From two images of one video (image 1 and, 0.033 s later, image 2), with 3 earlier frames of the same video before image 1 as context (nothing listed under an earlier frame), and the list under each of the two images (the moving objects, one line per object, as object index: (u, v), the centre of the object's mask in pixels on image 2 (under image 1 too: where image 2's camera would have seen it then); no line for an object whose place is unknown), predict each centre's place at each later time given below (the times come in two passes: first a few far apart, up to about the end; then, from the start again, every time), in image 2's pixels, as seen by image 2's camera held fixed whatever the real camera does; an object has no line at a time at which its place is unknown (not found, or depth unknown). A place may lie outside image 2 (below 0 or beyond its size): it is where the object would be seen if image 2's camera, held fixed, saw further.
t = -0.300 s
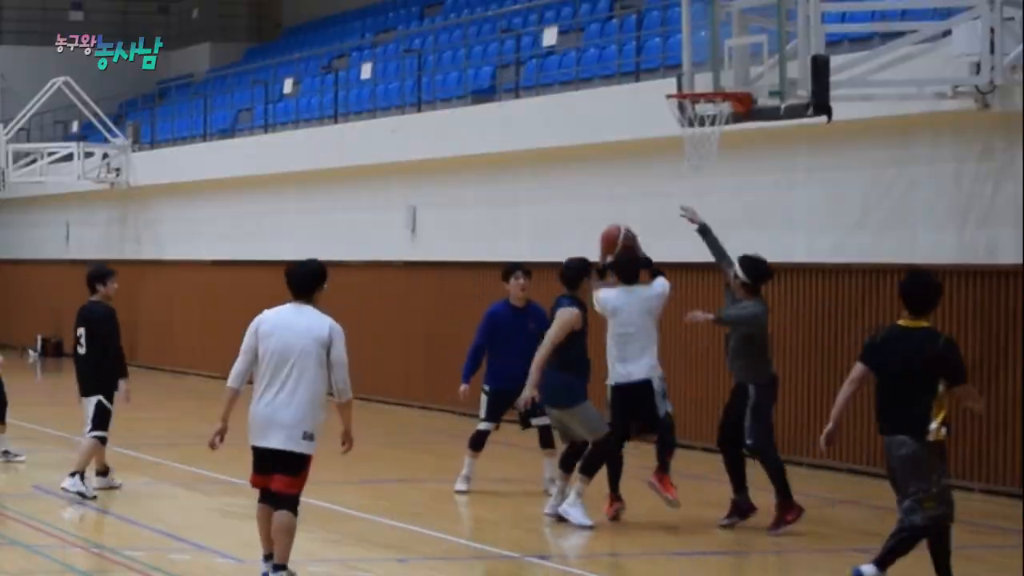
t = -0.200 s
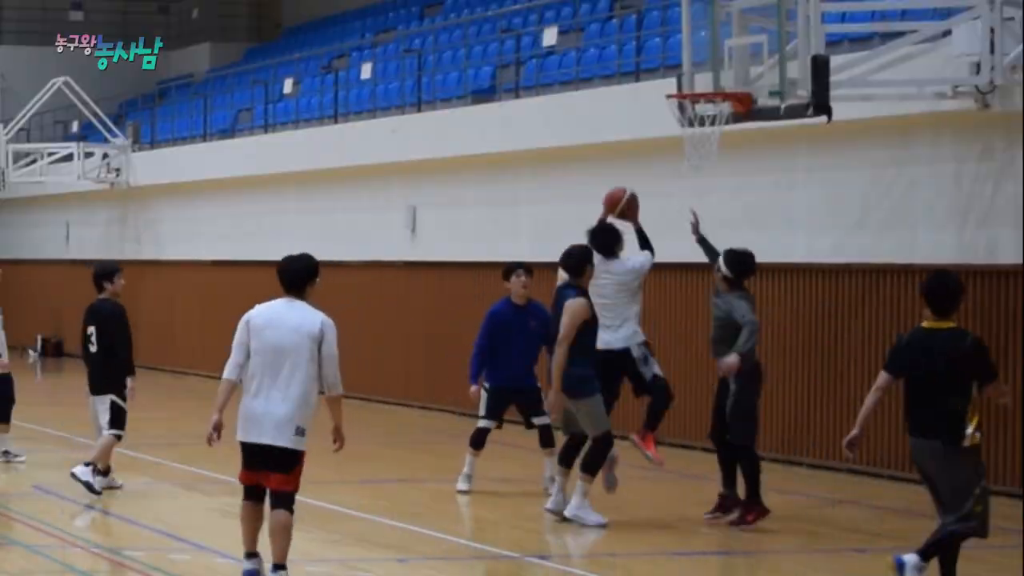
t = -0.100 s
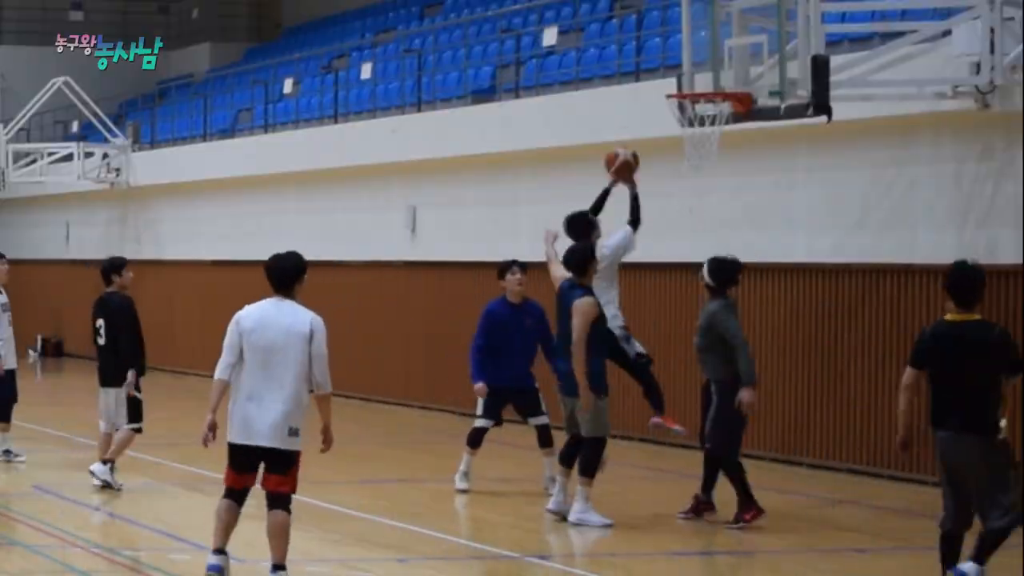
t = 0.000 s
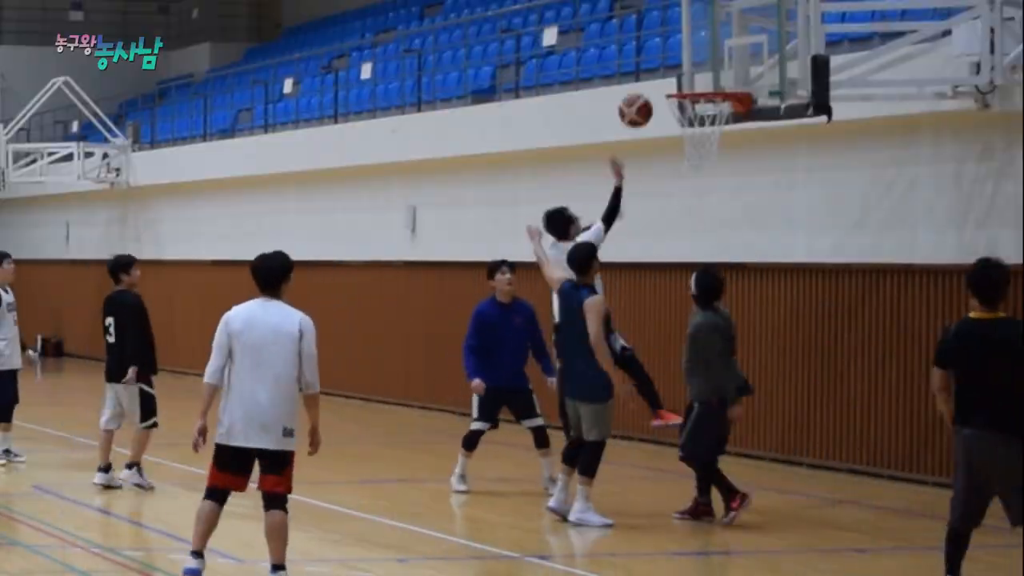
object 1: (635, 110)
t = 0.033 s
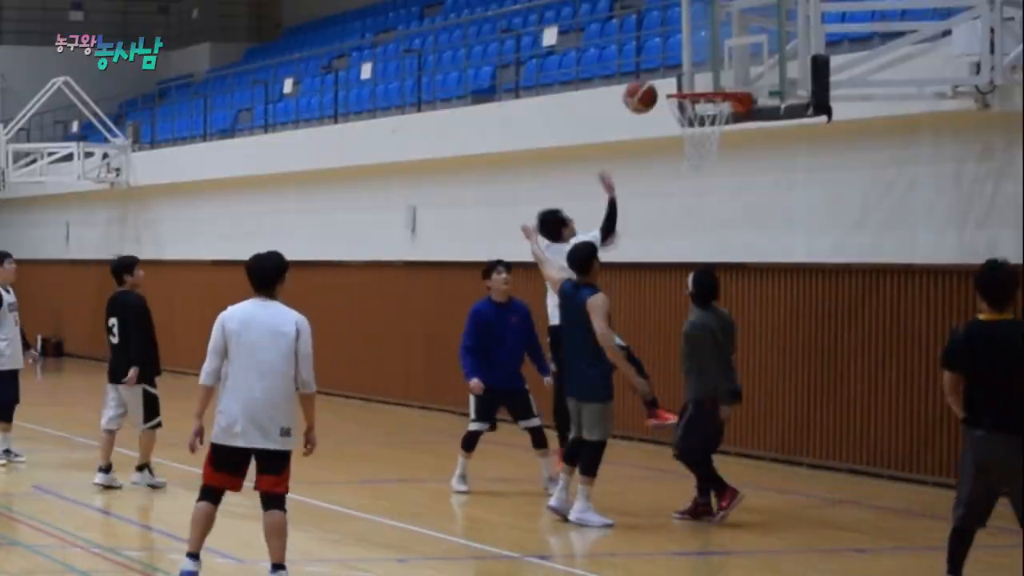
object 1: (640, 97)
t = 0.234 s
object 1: (669, 42)
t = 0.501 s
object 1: (705, 56)
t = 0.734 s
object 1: (687, 80)
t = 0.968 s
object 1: (721, 74)
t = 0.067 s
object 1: (645, 83)
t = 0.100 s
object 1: (650, 72)
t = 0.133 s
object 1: (654, 62)
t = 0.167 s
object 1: (659, 54)
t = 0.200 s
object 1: (664, 47)
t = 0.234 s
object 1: (669, 42)
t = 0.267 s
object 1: (673, 39)
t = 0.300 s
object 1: (678, 37)
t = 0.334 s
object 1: (682, 37)
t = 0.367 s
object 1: (687, 37)
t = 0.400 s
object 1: (692, 39)
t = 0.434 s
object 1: (695, 44)
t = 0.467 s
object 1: (699, 50)
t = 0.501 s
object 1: (705, 56)
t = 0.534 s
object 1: (708, 65)
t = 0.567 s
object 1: (713, 75)
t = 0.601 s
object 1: (715, 81)
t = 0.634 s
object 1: (706, 81)
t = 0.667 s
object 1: (695, 81)
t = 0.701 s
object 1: (685, 83)
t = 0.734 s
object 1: (687, 80)
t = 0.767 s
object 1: (693, 78)
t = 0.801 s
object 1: (699, 76)
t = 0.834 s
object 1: (706, 76)
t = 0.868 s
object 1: (713, 75)
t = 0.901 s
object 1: (719, 76)
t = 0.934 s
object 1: (723, 77)
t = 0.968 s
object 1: (721, 74)
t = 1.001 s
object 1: (719, 72)
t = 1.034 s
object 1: (717, 72)
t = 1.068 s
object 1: (716, 73)
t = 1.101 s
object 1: (713, 74)
